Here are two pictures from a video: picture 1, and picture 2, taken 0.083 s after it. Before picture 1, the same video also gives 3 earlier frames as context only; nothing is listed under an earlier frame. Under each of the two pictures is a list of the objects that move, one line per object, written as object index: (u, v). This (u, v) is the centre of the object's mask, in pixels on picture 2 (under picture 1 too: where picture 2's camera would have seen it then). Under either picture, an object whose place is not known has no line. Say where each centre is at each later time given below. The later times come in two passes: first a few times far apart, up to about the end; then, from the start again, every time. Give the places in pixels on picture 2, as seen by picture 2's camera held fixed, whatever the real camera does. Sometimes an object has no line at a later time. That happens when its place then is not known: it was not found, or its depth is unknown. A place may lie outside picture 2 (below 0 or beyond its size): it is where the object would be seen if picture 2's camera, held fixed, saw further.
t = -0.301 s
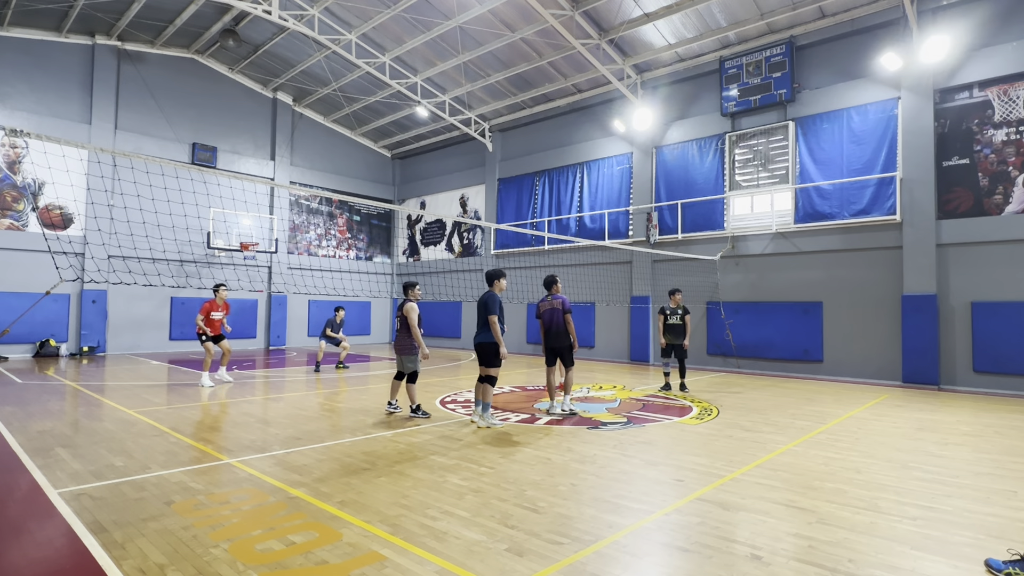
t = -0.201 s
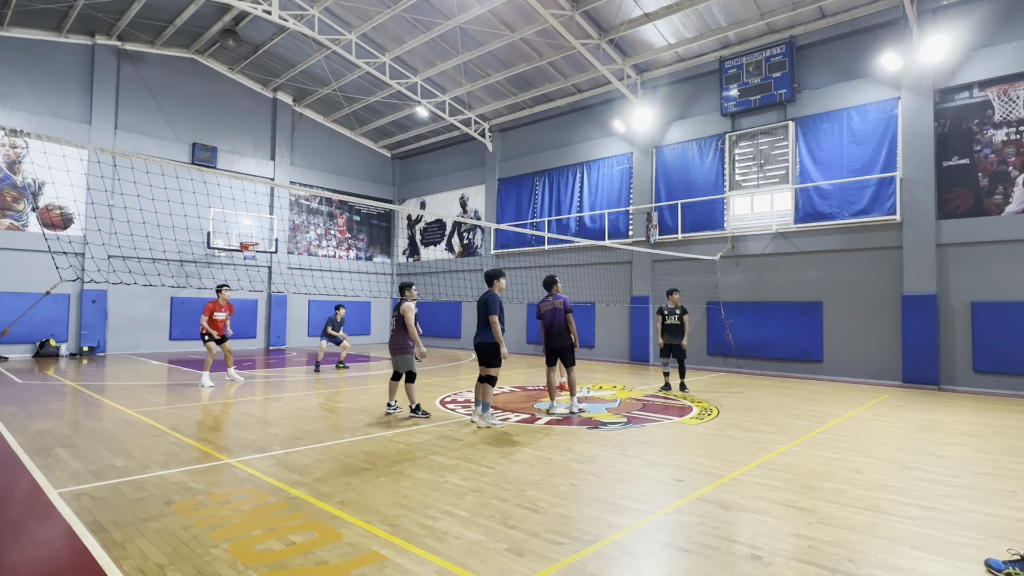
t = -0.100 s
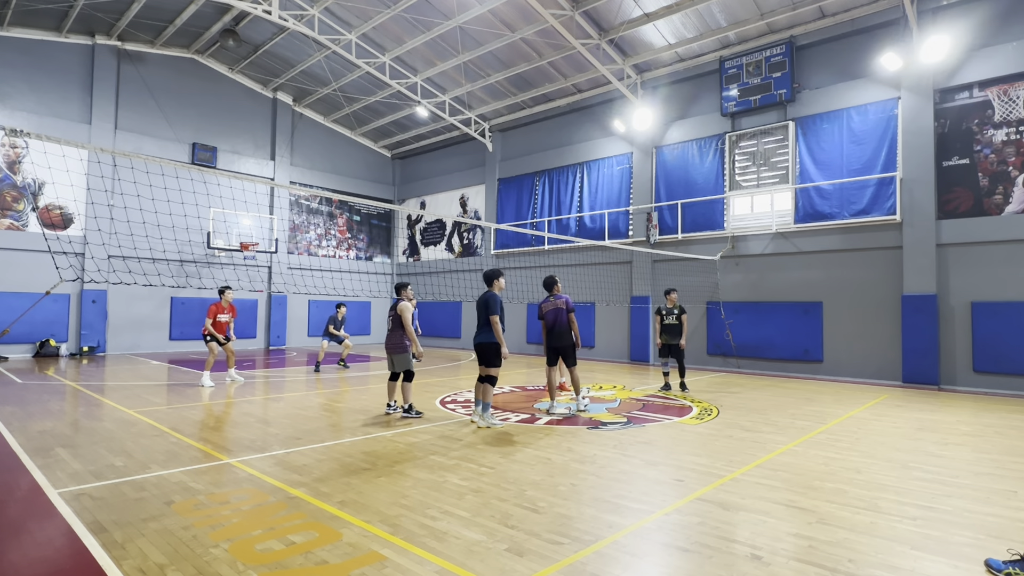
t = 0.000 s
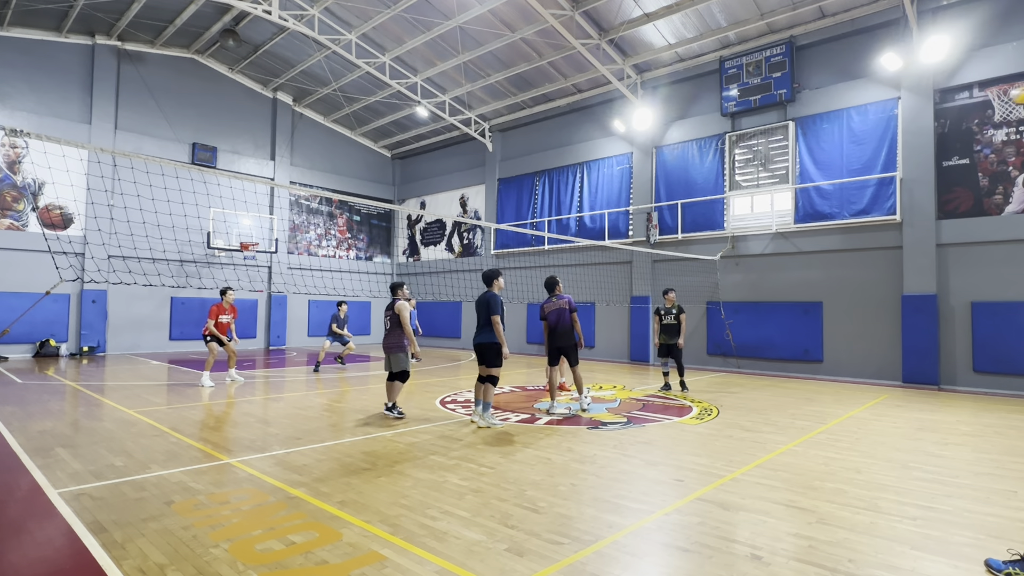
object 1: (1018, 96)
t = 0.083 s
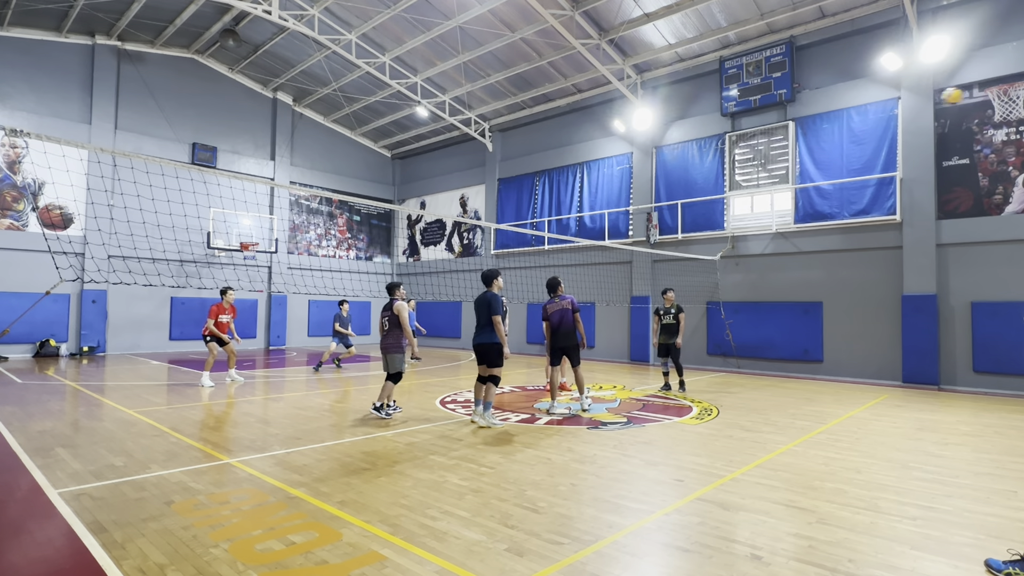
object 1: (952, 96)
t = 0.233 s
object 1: (845, 108)
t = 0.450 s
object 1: (721, 147)
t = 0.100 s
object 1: (940, 96)
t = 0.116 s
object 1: (927, 97)
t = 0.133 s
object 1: (914, 98)
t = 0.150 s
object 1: (902, 99)
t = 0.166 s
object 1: (890, 101)
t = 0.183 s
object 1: (879, 102)
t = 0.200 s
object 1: (867, 104)
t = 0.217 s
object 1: (856, 106)
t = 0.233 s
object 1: (845, 108)
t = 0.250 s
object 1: (834, 110)
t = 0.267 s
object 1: (824, 112)
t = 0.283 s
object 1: (814, 115)
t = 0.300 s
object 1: (803, 117)
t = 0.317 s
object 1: (794, 120)
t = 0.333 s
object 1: (784, 123)
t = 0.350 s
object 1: (775, 126)
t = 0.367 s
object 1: (765, 129)
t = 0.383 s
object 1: (756, 132)
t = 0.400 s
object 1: (747, 136)
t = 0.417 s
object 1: (738, 139)
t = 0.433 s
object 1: (729, 143)
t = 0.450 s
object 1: (721, 147)
